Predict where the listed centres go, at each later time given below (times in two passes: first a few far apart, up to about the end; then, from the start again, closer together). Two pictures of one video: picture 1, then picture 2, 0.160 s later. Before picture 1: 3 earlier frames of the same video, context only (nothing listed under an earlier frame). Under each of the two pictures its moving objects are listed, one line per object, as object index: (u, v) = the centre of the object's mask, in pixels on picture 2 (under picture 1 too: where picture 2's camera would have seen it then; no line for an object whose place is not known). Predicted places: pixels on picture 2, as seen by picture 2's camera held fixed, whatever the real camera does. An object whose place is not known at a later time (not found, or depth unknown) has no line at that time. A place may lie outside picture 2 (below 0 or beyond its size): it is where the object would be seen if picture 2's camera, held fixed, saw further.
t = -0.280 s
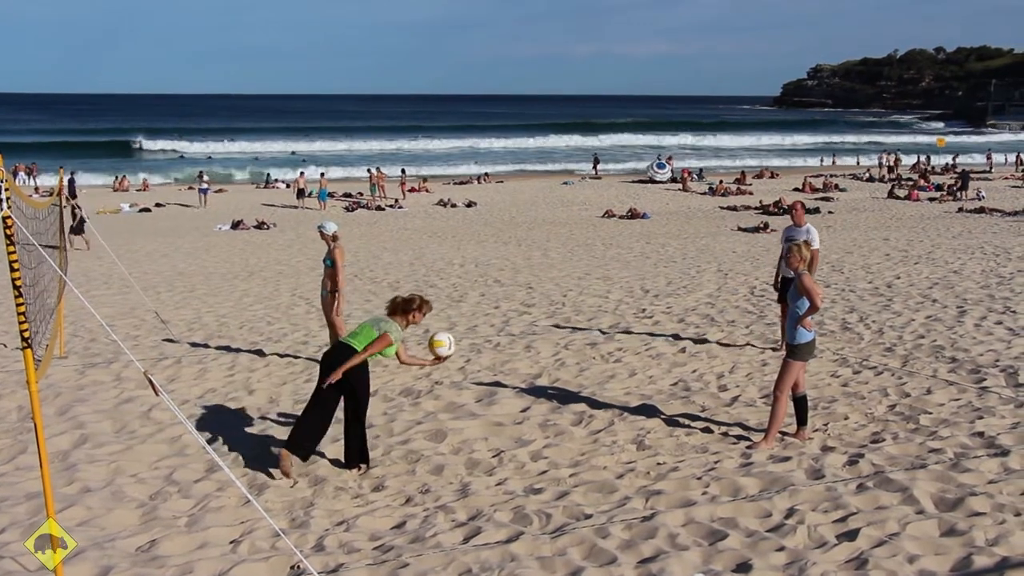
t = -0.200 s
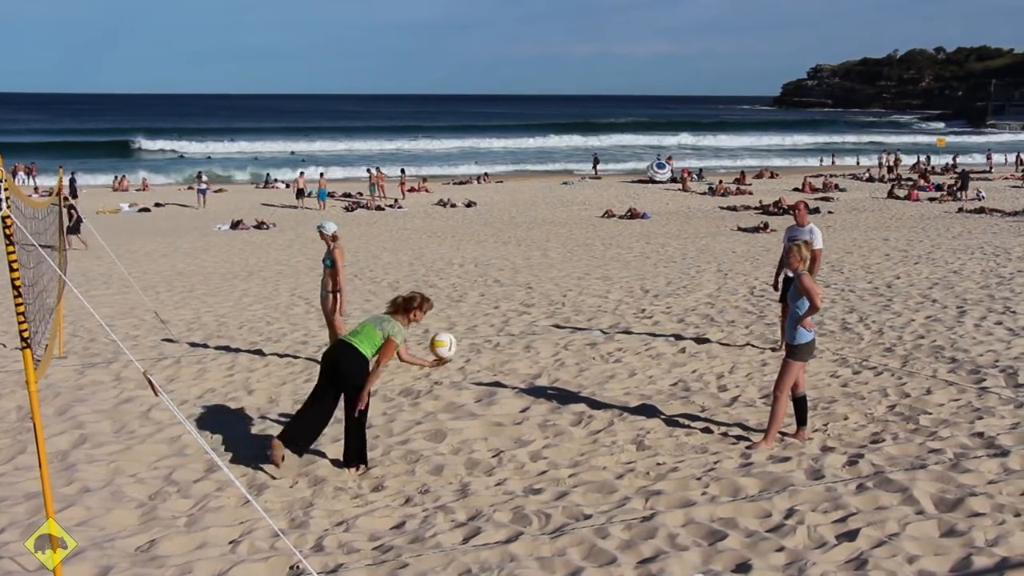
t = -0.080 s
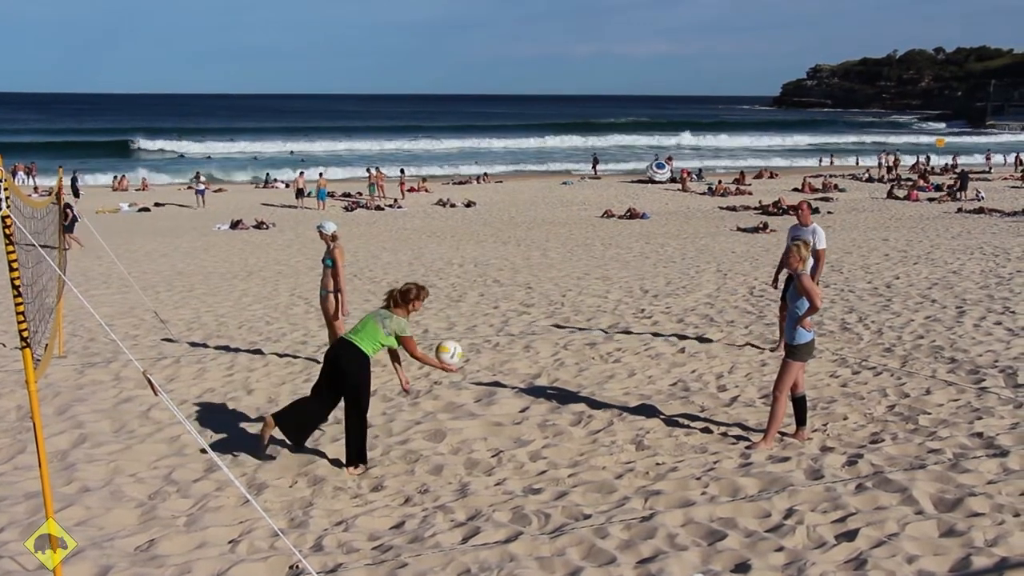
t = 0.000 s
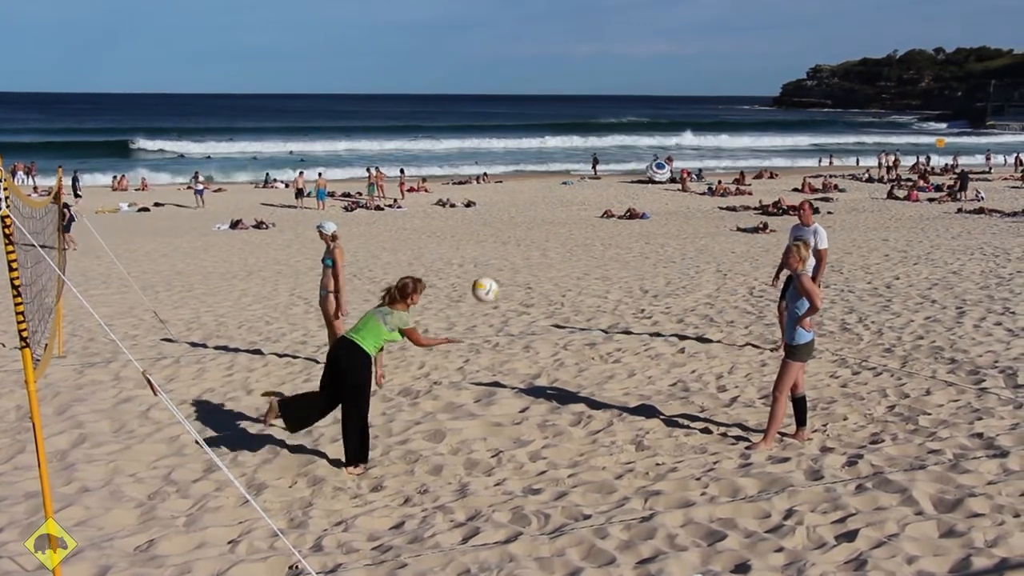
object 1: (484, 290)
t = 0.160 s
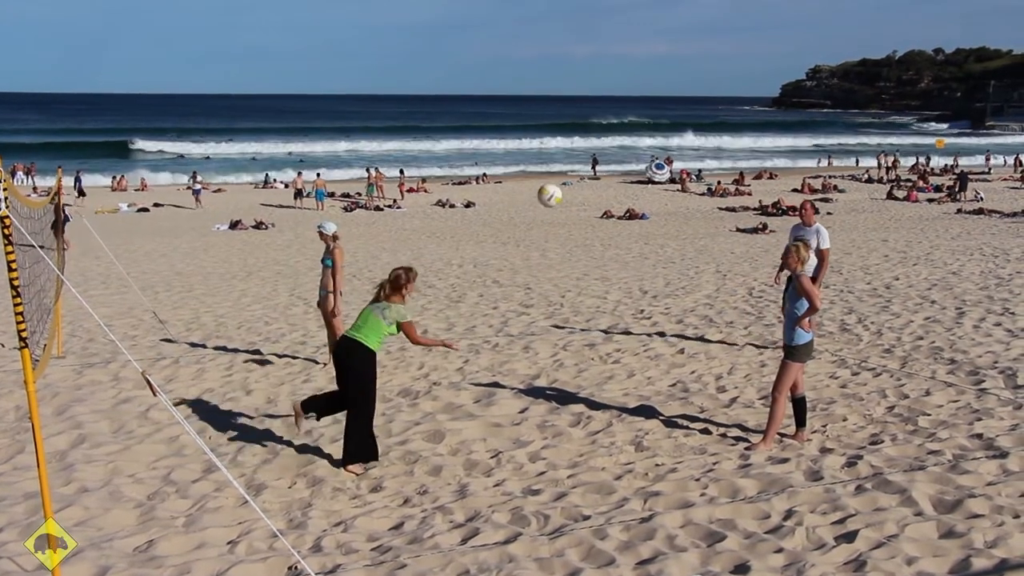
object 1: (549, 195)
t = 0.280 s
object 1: (593, 149)
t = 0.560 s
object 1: (673, 113)
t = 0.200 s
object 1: (564, 178)
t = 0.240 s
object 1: (578, 162)
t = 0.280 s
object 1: (593, 149)
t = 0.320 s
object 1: (606, 138)
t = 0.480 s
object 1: (654, 114)
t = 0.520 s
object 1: (664, 113)
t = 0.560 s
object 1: (673, 113)
